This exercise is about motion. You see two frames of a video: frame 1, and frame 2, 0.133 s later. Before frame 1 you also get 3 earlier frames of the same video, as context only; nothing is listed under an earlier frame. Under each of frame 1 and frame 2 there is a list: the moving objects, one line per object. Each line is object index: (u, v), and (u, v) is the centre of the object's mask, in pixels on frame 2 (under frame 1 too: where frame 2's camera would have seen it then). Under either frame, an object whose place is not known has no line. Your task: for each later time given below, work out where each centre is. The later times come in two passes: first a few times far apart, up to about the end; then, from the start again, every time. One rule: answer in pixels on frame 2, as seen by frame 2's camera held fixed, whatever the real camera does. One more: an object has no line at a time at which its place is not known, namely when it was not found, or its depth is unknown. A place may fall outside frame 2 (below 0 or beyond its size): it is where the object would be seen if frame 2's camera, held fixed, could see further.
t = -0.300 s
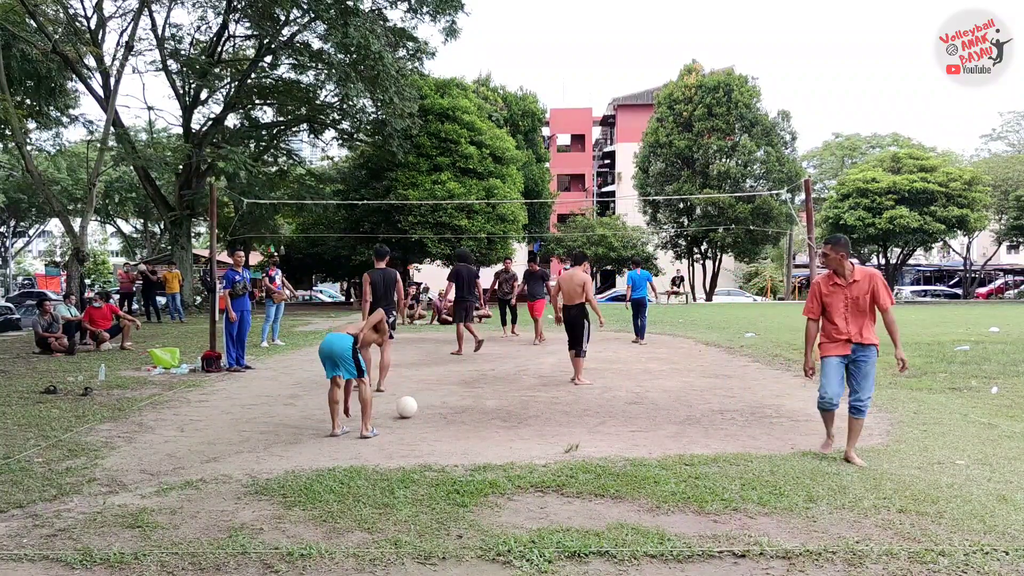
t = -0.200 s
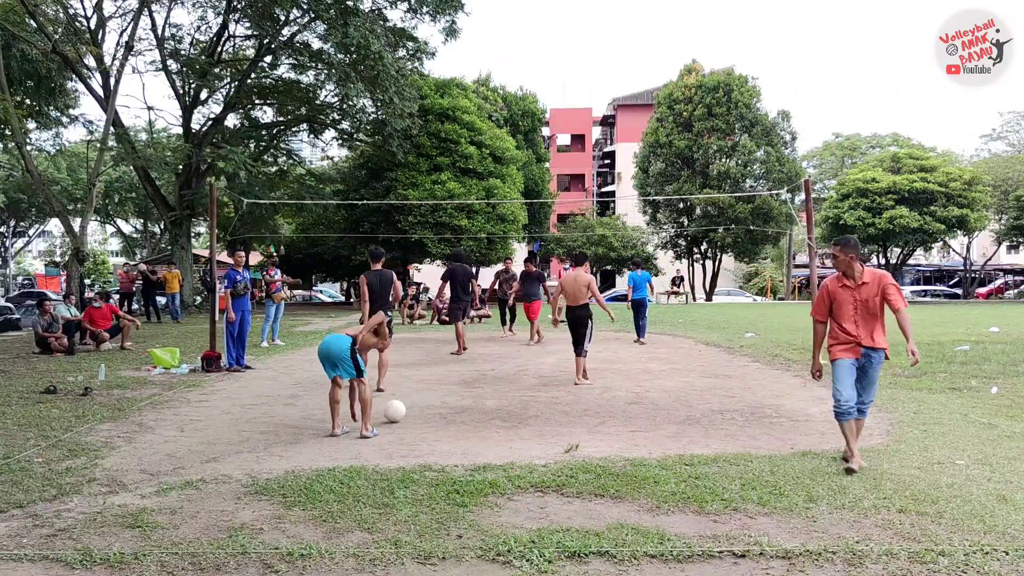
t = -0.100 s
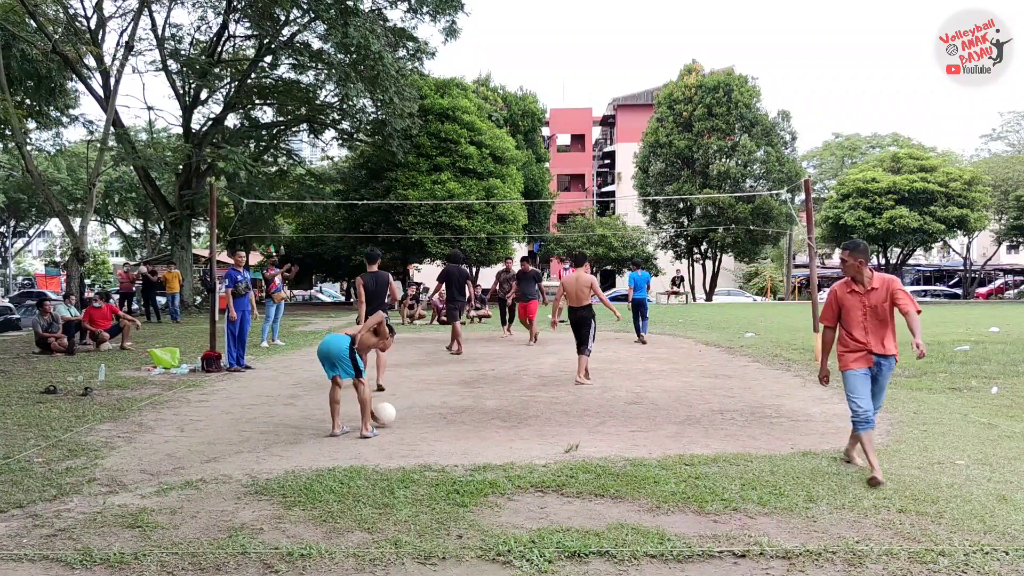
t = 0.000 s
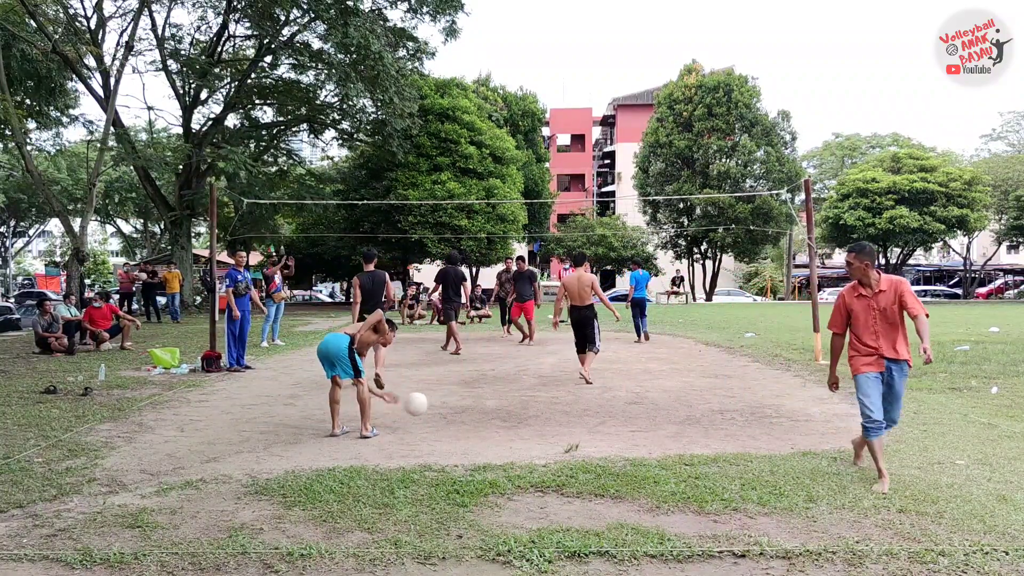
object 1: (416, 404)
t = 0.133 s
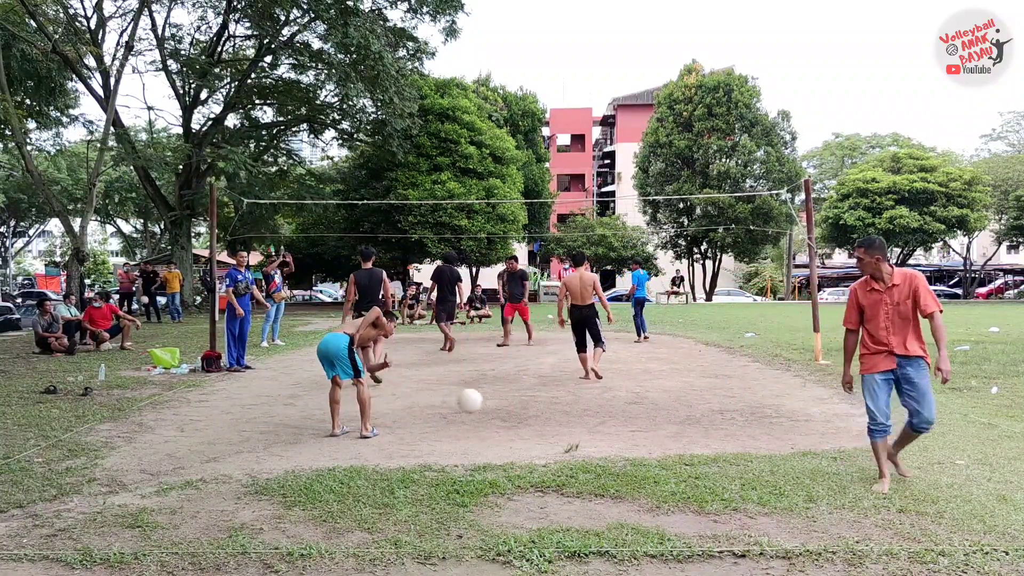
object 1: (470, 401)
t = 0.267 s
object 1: (527, 418)
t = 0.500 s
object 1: (601, 420)
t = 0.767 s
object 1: (683, 446)
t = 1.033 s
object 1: (786, 474)
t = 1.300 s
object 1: (910, 502)
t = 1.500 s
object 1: (1010, 516)
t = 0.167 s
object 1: (484, 403)
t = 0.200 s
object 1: (499, 407)
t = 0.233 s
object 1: (512, 412)
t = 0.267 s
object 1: (527, 418)
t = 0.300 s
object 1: (541, 426)
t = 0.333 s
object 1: (556, 435)
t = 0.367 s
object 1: (564, 429)
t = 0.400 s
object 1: (574, 425)
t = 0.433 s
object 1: (583, 422)
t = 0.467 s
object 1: (592, 420)
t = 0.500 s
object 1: (601, 420)
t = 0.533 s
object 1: (610, 420)
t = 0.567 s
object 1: (620, 423)
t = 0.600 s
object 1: (629, 427)
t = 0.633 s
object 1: (640, 433)
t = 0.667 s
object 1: (650, 441)
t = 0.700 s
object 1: (660, 449)
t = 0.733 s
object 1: (671, 447)
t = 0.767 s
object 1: (683, 446)
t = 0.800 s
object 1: (695, 448)
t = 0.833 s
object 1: (708, 452)
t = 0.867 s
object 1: (720, 457)
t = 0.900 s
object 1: (732, 464)
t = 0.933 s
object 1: (745, 466)
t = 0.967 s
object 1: (758, 467)
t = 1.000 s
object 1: (772, 469)
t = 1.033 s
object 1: (786, 474)
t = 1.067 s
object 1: (801, 480)
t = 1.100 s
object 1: (815, 480)
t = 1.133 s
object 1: (830, 482)
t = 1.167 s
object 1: (845, 484)
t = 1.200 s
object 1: (861, 489)
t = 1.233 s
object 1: (877, 496)
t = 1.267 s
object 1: (893, 498)
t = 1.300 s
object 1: (910, 502)
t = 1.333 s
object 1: (927, 504)
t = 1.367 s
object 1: (944, 505)
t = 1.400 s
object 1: (961, 509)
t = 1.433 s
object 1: (979, 513)
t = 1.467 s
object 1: (997, 514)
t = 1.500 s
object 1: (1010, 516)
